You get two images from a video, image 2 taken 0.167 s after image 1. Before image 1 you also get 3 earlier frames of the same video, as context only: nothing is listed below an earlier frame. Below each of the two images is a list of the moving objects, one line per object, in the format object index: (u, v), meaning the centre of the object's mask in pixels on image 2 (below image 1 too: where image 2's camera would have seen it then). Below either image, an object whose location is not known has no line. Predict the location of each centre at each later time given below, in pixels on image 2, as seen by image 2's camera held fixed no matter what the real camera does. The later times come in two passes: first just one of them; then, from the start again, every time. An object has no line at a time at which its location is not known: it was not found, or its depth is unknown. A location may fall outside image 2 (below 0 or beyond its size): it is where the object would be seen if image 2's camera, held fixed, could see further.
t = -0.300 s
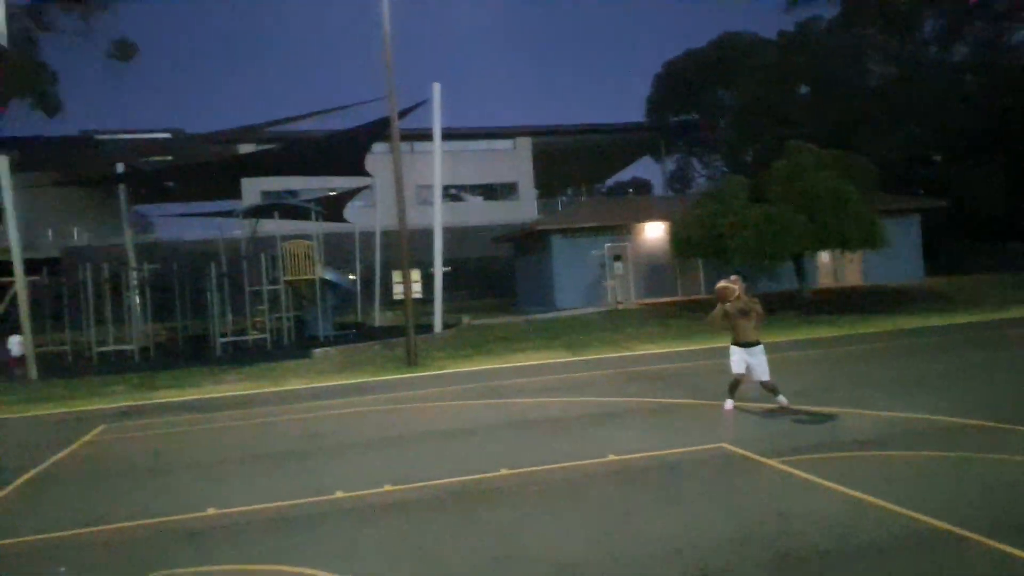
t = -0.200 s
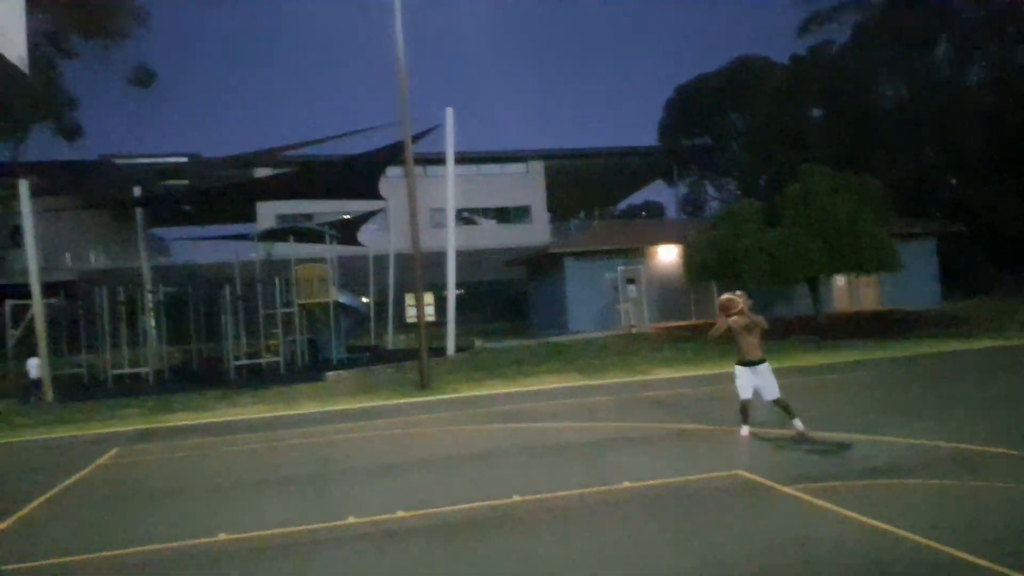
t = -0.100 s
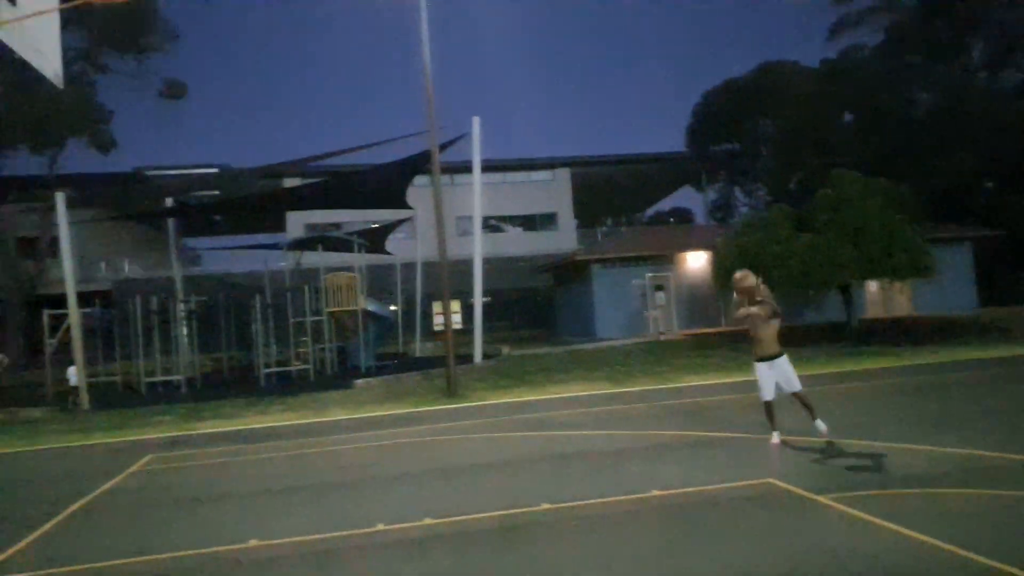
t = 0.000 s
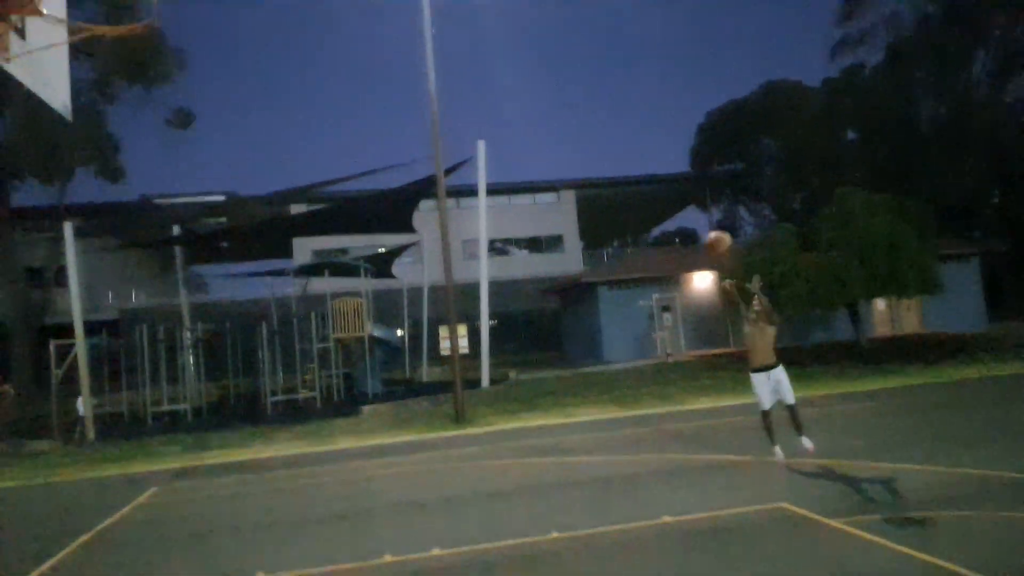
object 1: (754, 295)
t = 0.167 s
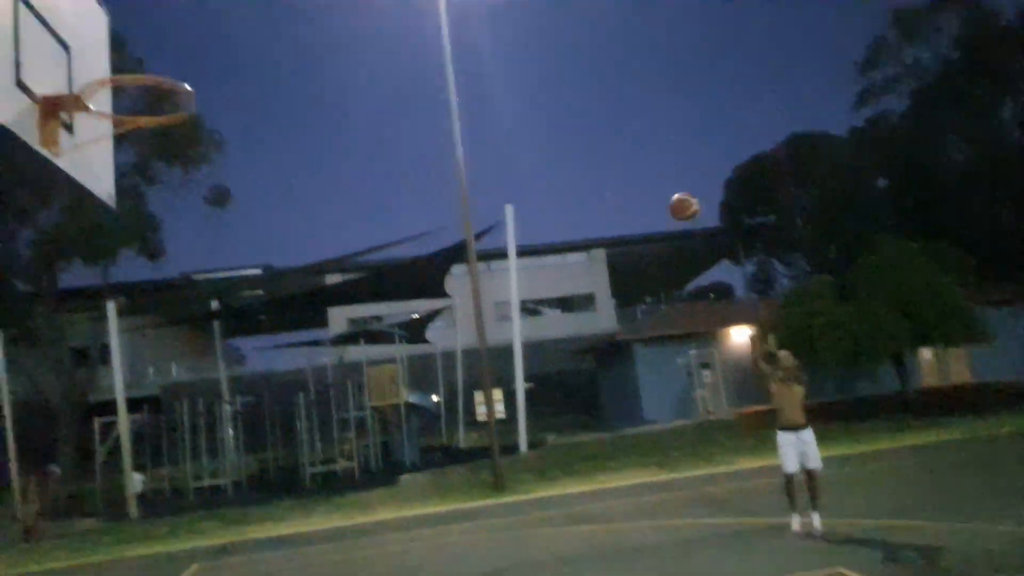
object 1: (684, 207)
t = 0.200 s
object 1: (668, 190)
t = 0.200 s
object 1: (668, 190)
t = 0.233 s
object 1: (652, 175)
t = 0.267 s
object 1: (636, 160)
